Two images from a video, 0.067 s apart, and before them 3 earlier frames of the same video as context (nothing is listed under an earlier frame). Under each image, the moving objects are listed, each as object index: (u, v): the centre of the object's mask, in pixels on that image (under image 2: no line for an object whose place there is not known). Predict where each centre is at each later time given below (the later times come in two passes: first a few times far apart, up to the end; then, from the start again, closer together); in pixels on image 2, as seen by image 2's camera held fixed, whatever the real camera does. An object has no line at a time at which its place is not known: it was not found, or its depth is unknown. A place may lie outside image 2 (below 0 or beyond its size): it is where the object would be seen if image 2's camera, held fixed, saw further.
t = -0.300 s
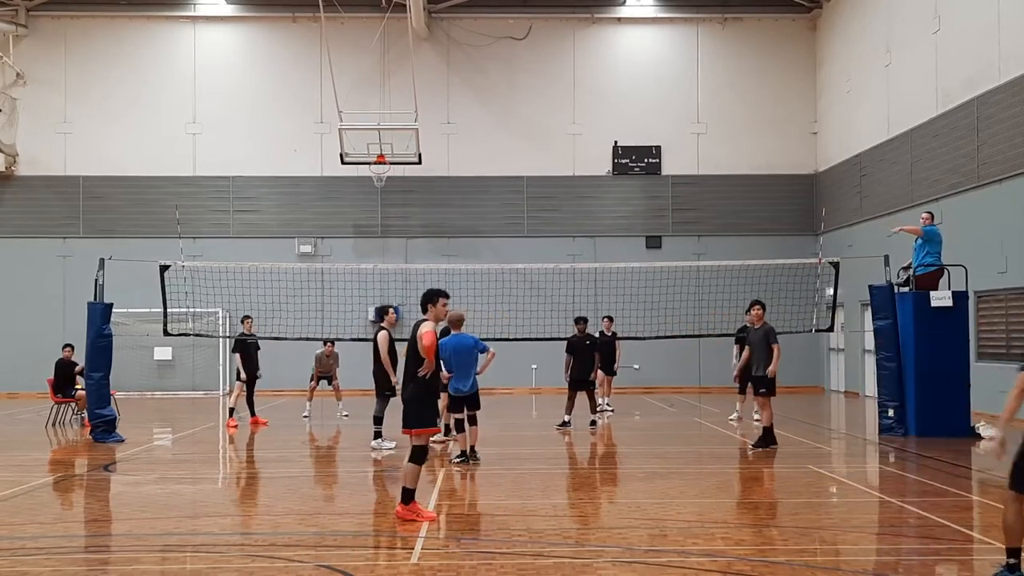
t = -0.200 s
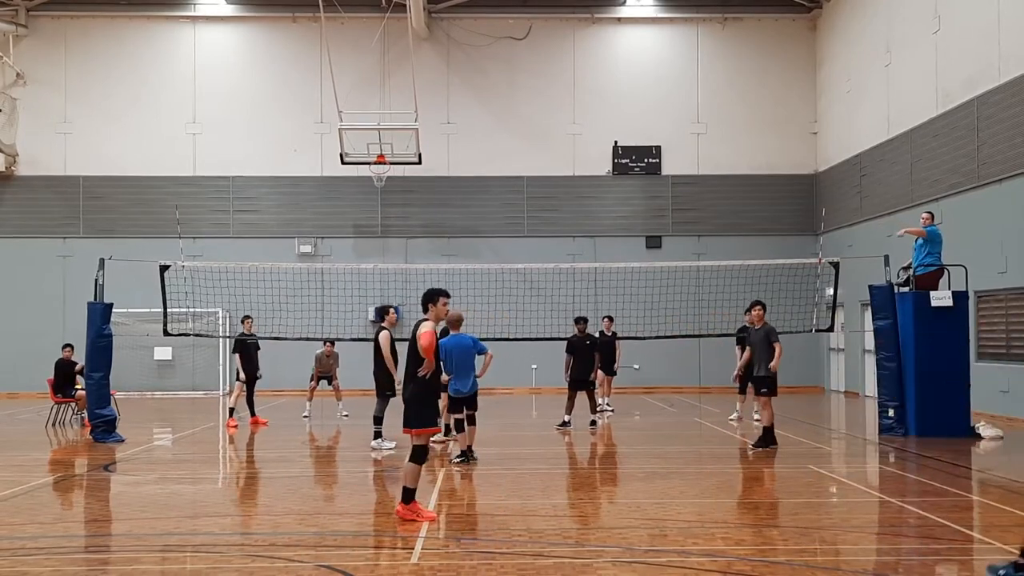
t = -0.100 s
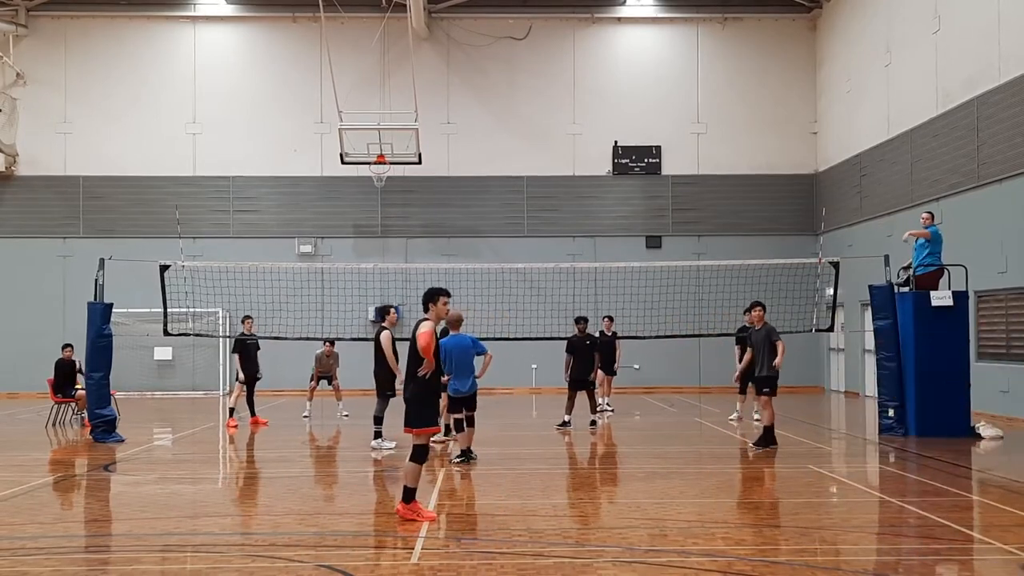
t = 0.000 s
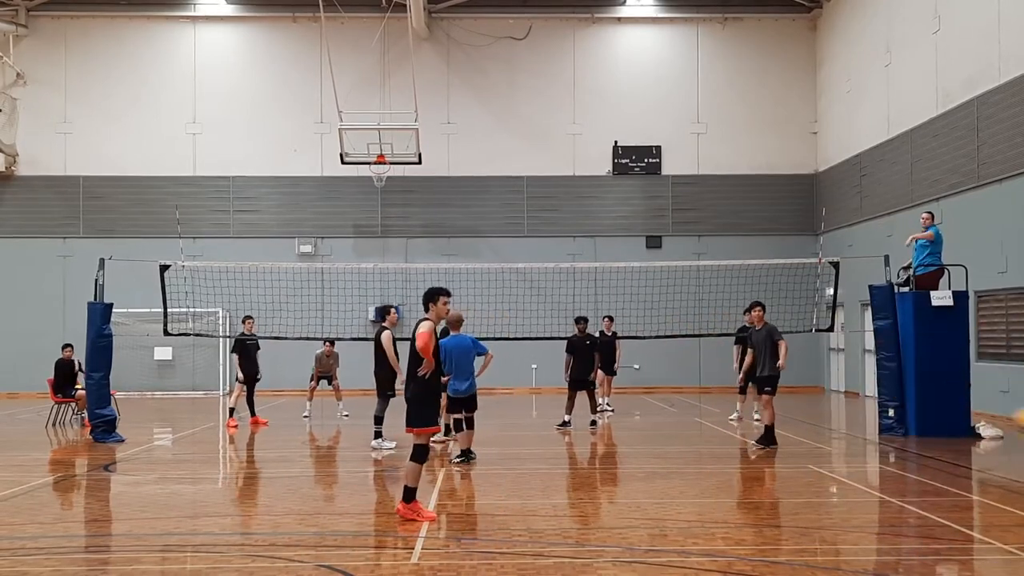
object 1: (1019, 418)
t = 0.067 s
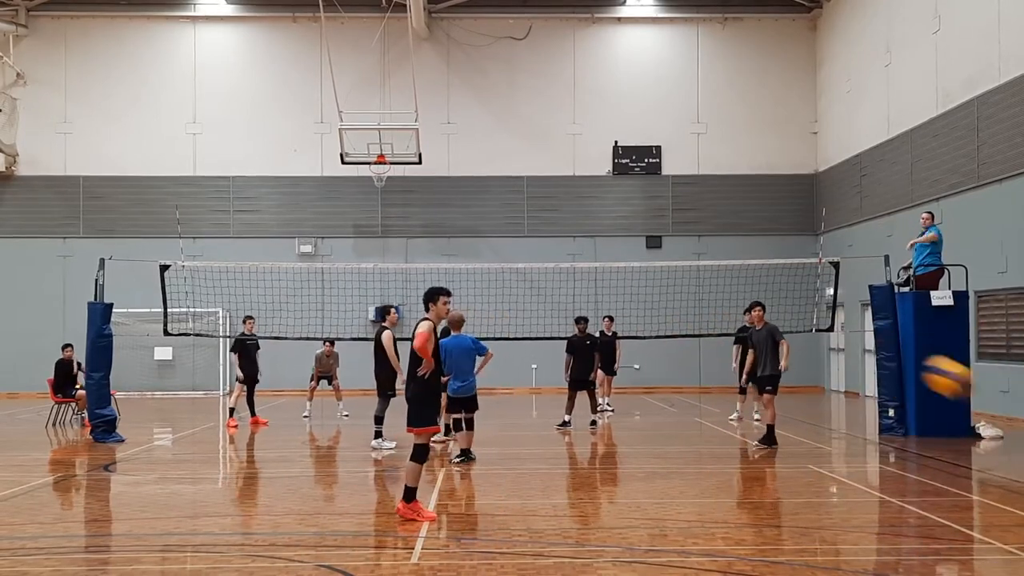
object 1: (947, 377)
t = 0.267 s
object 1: (688, 272)
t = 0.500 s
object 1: (394, 242)
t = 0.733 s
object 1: (103, 306)
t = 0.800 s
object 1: (22, 342)
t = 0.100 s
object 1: (905, 355)
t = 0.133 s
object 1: (863, 335)
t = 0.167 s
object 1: (814, 314)
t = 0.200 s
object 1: (774, 299)
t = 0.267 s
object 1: (688, 272)
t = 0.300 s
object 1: (643, 262)
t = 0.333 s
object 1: (601, 253)
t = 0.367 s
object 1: (558, 247)
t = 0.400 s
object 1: (517, 244)
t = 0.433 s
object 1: (475, 240)
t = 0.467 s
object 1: (435, 241)
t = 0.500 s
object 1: (394, 242)
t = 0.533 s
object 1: (352, 245)
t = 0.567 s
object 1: (311, 250)
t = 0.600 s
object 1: (268, 257)
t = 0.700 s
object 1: (143, 291)
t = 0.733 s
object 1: (103, 306)
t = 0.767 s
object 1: (62, 323)
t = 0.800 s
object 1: (22, 342)
